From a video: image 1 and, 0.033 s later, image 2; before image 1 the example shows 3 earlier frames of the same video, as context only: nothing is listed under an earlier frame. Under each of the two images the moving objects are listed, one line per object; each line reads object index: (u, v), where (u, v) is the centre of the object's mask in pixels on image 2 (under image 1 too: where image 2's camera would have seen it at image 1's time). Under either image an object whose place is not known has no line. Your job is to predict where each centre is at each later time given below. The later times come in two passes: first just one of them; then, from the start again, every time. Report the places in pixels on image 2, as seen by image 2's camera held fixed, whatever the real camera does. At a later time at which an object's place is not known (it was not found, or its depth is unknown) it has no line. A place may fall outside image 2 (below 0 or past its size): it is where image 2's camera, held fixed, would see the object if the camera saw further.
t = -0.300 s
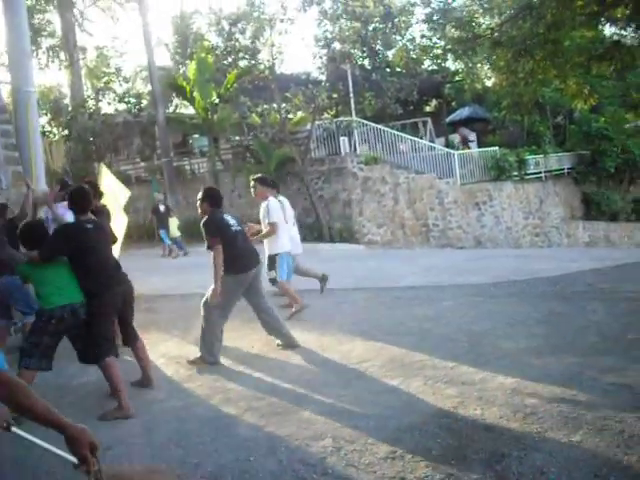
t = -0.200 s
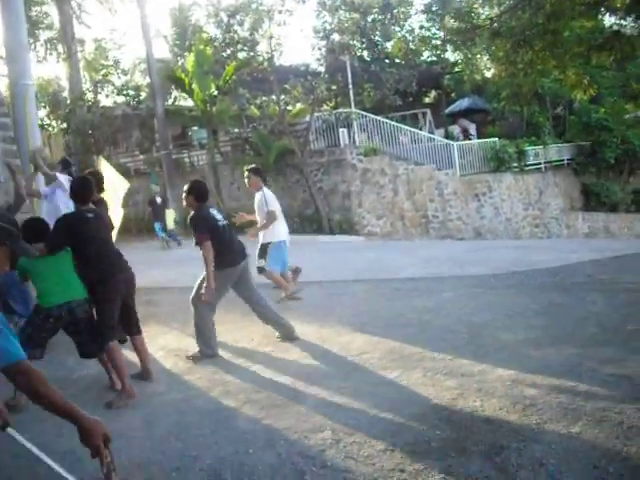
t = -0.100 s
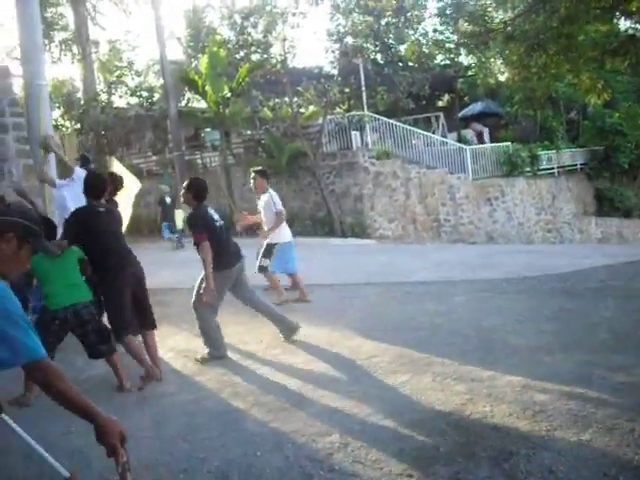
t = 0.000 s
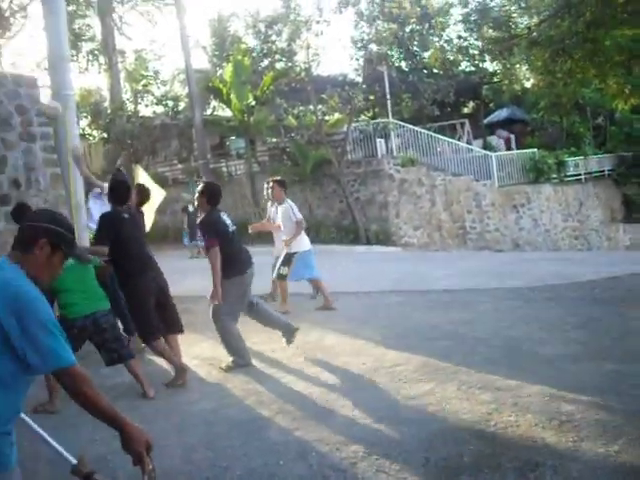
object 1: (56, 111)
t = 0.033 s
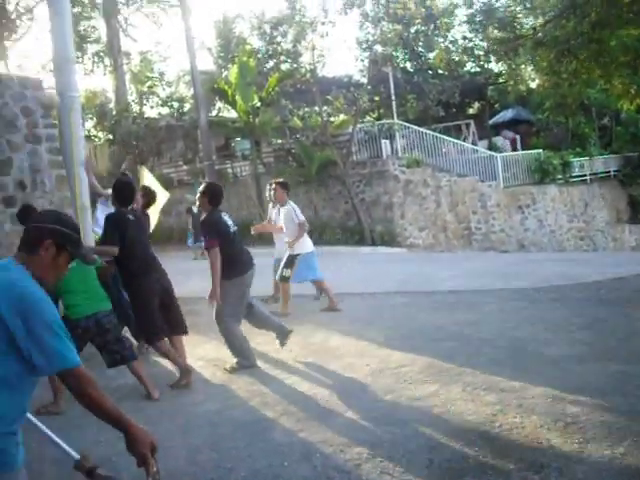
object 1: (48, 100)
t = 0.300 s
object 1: (-19, 39)
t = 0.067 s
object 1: (39, 85)
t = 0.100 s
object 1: (33, 74)
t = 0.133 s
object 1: (23, 69)
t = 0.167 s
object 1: (13, 61)
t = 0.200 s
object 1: (4, 55)
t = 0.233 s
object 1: (-2, 50)
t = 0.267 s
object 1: (-11, 44)
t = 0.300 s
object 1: (-19, 39)
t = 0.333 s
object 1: (-27, 37)
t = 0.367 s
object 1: (-35, 35)
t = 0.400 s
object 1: (-43, 35)
